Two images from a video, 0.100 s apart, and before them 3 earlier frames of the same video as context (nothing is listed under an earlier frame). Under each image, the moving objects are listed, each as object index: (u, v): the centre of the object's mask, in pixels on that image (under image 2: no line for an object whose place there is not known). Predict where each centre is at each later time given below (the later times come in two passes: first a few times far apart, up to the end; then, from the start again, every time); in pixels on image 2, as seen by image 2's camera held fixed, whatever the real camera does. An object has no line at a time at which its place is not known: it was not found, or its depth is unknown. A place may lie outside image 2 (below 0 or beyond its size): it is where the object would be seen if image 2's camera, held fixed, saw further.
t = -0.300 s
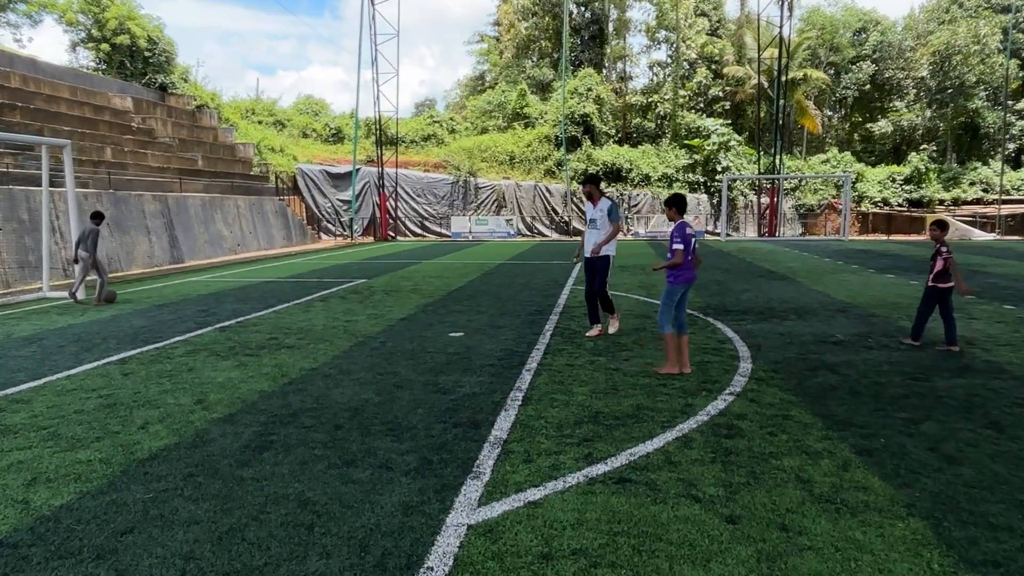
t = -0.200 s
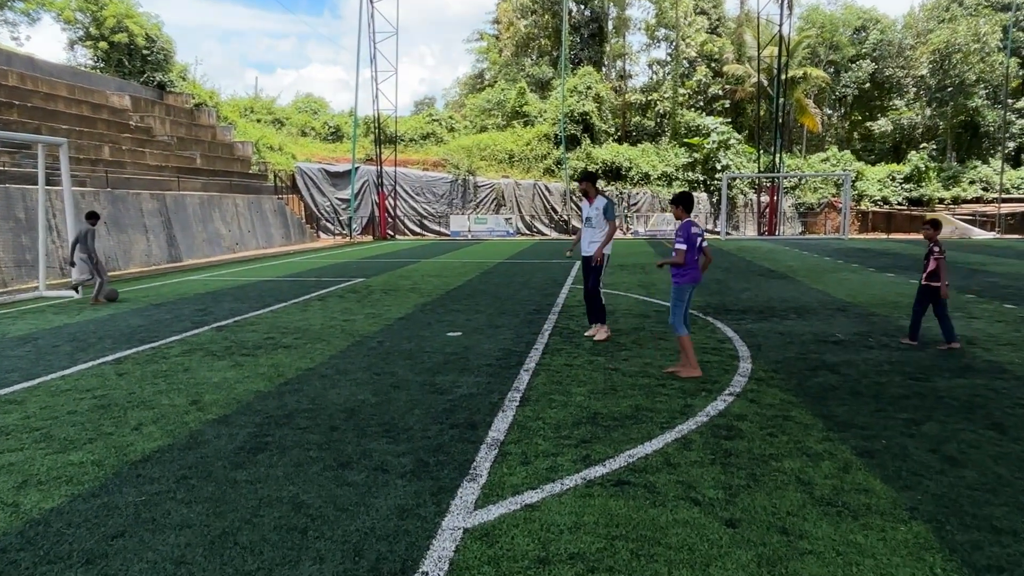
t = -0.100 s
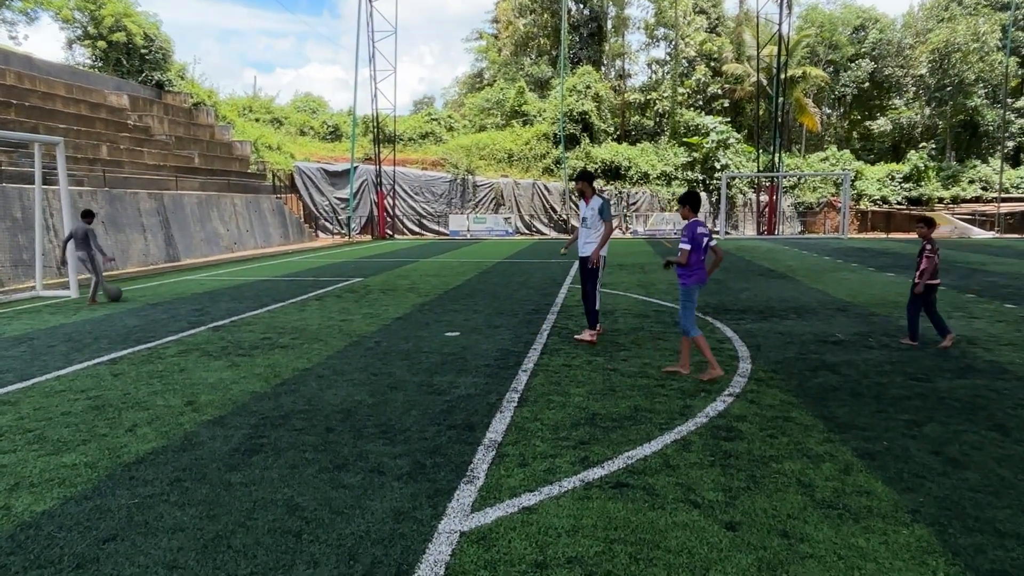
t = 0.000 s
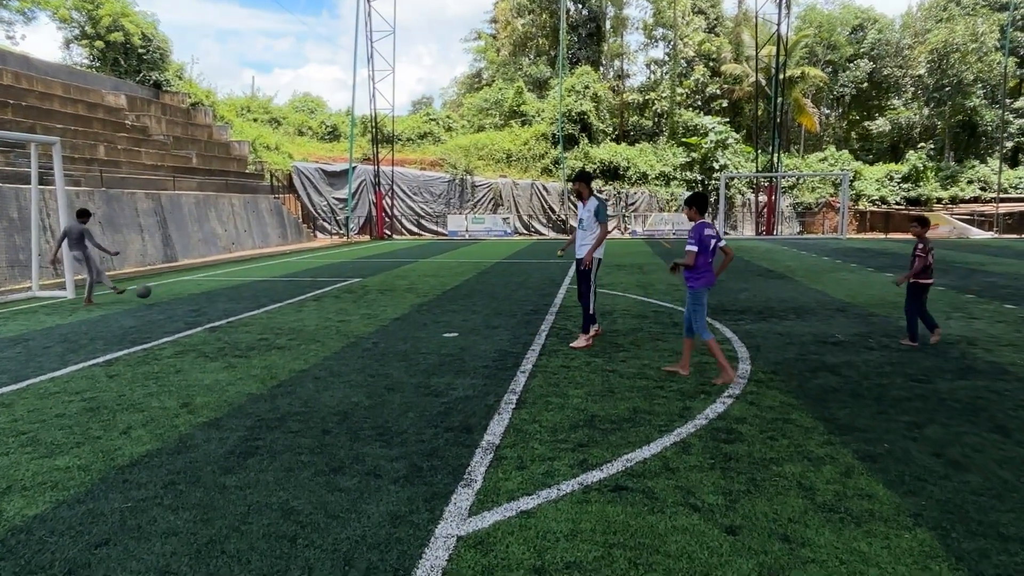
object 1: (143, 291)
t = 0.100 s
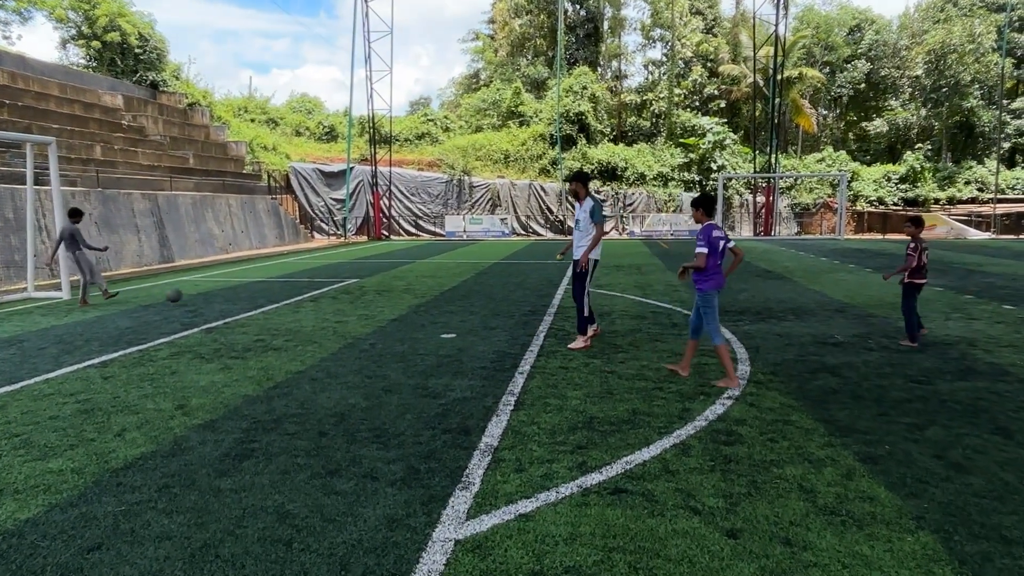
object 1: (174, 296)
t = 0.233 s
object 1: (214, 297)
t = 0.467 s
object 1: (272, 303)
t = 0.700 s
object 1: (324, 305)
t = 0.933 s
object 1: (378, 309)
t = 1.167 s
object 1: (431, 311)
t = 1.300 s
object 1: (462, 313)
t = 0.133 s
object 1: (186, 298)
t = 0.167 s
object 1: (198, 300)
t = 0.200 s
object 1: (204, 299)
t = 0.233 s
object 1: (214, 297)
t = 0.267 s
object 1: (221, 296)
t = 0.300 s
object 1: (230, 296)
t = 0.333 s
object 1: (237, 297)
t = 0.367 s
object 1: (247, 297)
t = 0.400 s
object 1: (255, 300)
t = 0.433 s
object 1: (264, 303)
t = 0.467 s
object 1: (272, 303)
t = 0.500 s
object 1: (279, 301)
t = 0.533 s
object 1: (287, 300)
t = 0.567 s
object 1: (294, 300)
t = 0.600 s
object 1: (301, 302)
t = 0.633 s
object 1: (309, 303)
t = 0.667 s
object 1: (315, 307)
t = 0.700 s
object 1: (324, 305)
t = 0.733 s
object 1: (332, 304)
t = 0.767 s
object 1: (339, 306)
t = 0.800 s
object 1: (347, 307)
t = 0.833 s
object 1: (353, 307)
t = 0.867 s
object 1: (362, 307)
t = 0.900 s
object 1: (370, 307)
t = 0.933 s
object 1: (378, 309)
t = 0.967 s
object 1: (386, 309)
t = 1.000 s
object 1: (393, 308)
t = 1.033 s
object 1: (400, 310)
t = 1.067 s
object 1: (409, 310)
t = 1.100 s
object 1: (416, 310)
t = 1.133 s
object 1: (423, 311)
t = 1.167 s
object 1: (431, 311)
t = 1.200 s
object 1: (438, 312)
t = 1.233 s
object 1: (446, 312)
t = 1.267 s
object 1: (454, 313)
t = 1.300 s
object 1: (462, 313)
